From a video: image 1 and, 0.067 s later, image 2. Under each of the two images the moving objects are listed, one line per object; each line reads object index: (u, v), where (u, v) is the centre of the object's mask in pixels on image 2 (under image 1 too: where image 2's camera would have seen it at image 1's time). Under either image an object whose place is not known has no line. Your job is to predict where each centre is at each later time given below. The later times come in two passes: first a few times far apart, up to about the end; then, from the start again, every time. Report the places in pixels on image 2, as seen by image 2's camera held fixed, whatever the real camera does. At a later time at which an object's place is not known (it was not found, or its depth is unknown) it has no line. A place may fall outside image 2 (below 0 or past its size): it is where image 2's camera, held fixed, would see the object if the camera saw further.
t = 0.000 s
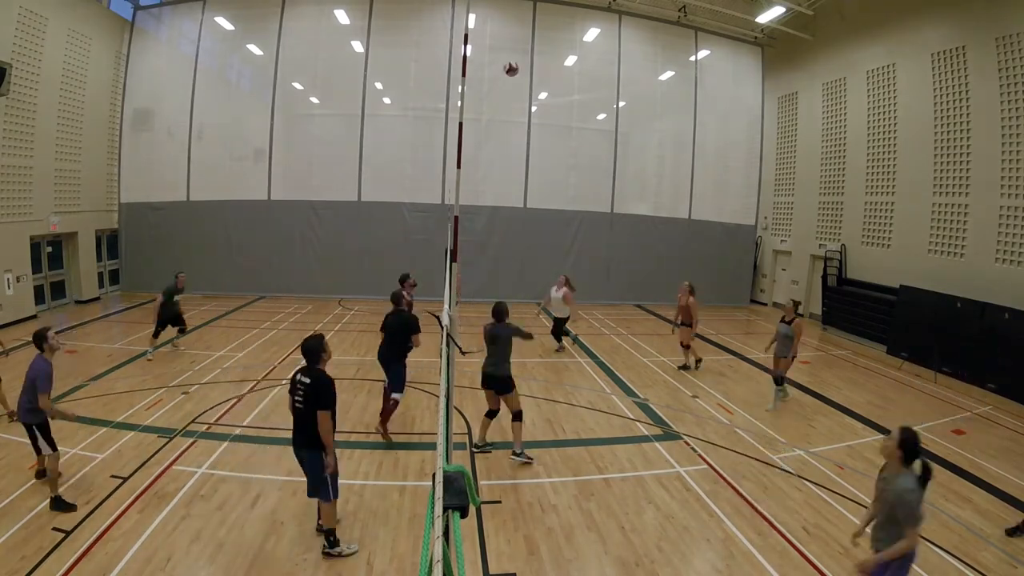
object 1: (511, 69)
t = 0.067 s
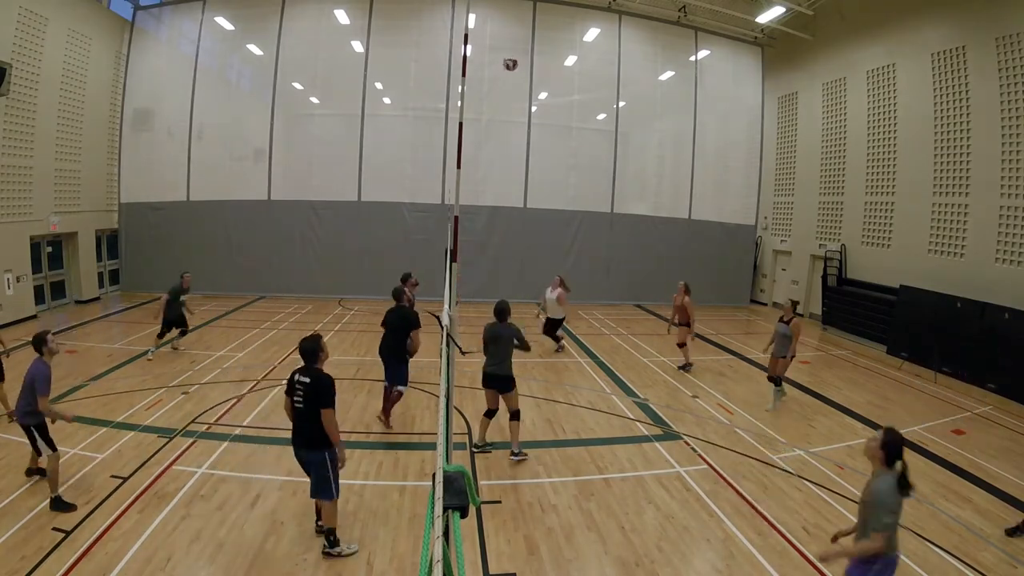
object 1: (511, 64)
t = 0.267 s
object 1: (507, 66)
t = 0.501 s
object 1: (501, 96)
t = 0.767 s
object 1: (496, 157)
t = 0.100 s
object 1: (510, 62)
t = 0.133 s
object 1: (509, 61)
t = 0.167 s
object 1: (509, 61)
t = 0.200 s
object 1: (509, 62)
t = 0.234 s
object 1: (507, 63)
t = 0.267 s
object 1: (507, 66)
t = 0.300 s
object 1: (506, 68)
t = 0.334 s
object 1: (505, 71)
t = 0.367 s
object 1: (505, 75)
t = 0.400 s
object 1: (504, 80)
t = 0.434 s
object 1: (503, 85)
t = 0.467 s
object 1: (502, 90)
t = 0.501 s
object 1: (501, 96)
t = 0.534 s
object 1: (501, 103)
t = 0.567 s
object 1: (500, 110)
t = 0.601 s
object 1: (499, 117)
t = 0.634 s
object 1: (498, 126)
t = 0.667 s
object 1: (497, 134)
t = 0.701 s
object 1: (497, 143)
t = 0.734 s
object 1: (496, 152)
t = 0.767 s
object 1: (496, 157)
